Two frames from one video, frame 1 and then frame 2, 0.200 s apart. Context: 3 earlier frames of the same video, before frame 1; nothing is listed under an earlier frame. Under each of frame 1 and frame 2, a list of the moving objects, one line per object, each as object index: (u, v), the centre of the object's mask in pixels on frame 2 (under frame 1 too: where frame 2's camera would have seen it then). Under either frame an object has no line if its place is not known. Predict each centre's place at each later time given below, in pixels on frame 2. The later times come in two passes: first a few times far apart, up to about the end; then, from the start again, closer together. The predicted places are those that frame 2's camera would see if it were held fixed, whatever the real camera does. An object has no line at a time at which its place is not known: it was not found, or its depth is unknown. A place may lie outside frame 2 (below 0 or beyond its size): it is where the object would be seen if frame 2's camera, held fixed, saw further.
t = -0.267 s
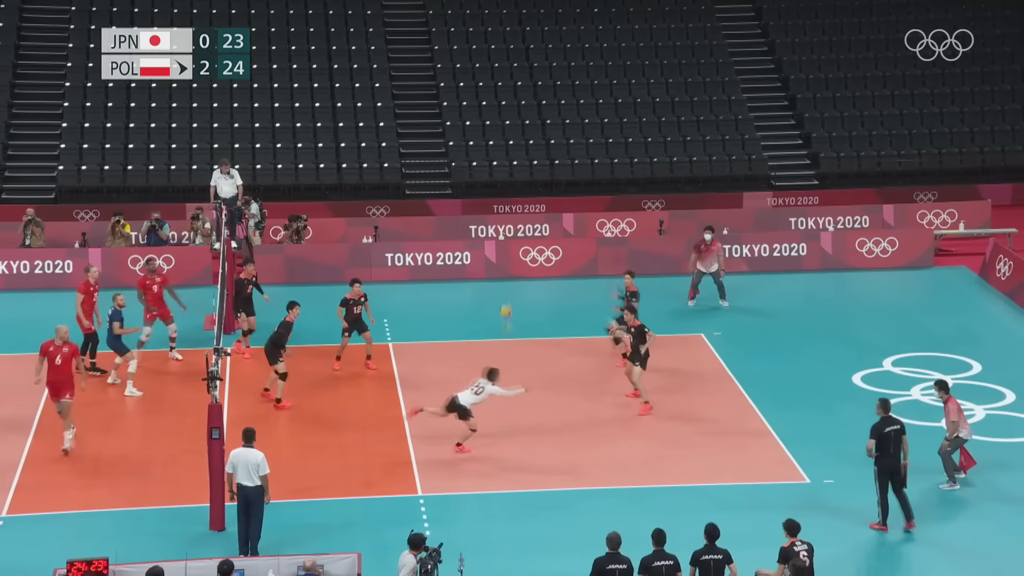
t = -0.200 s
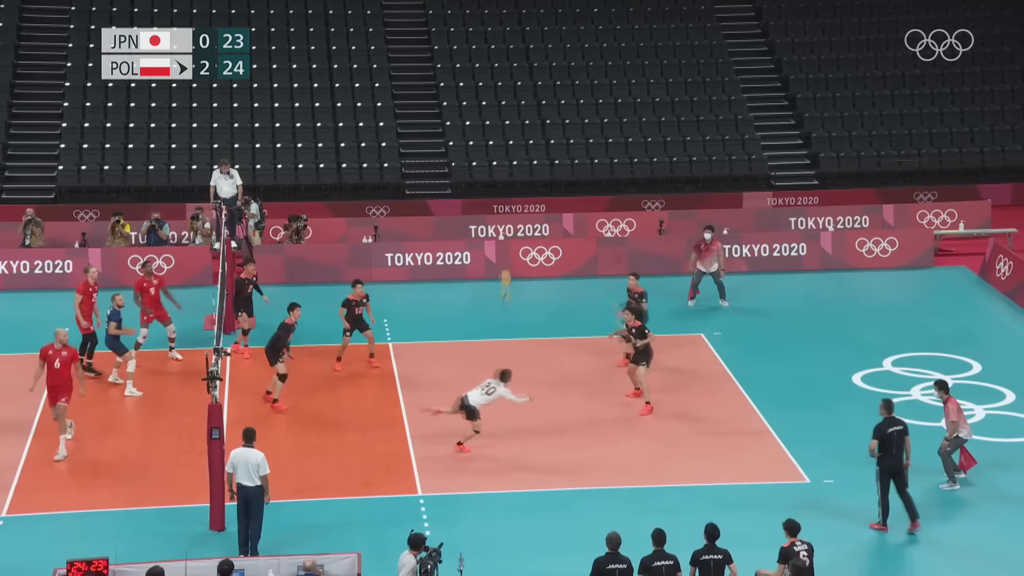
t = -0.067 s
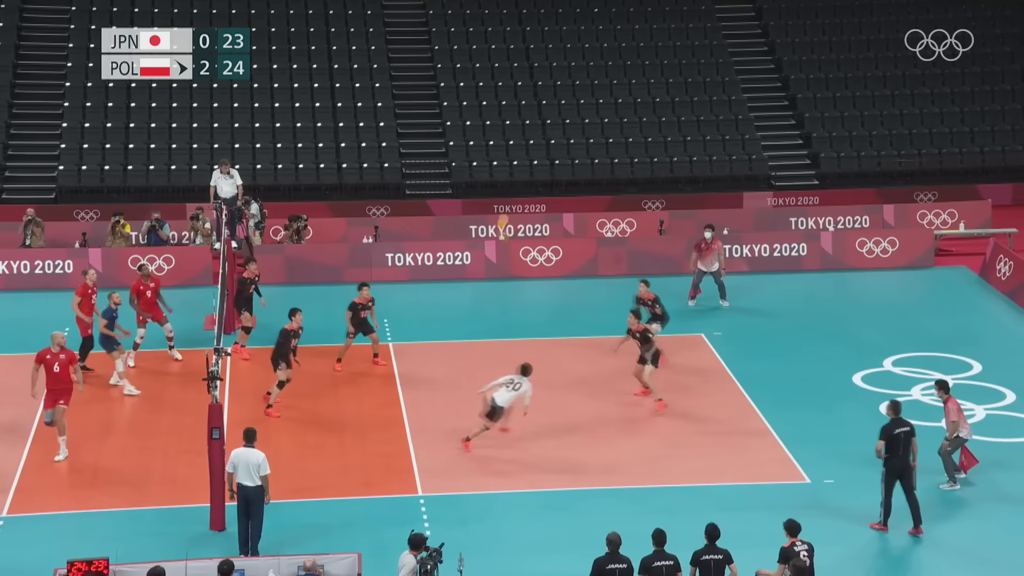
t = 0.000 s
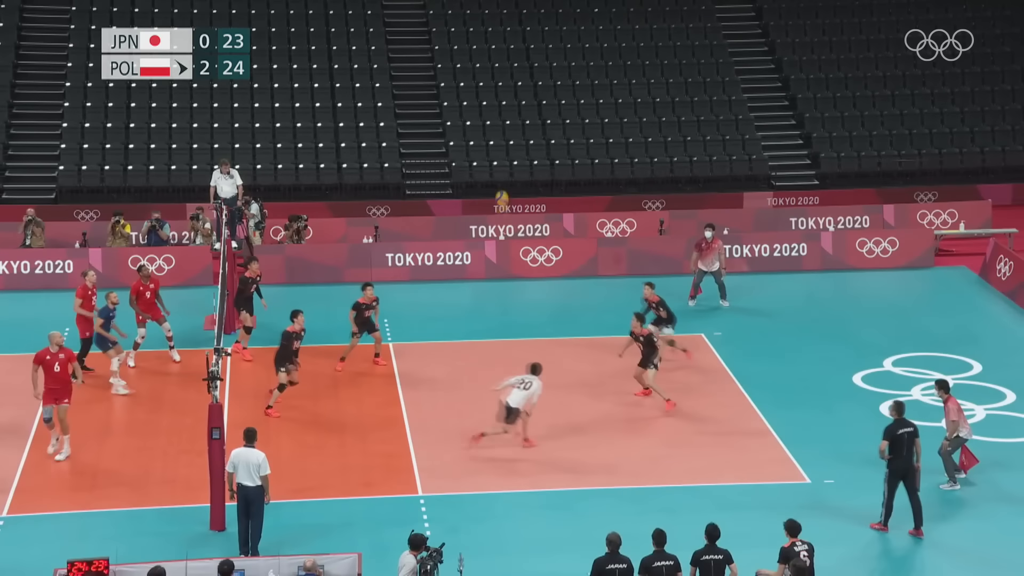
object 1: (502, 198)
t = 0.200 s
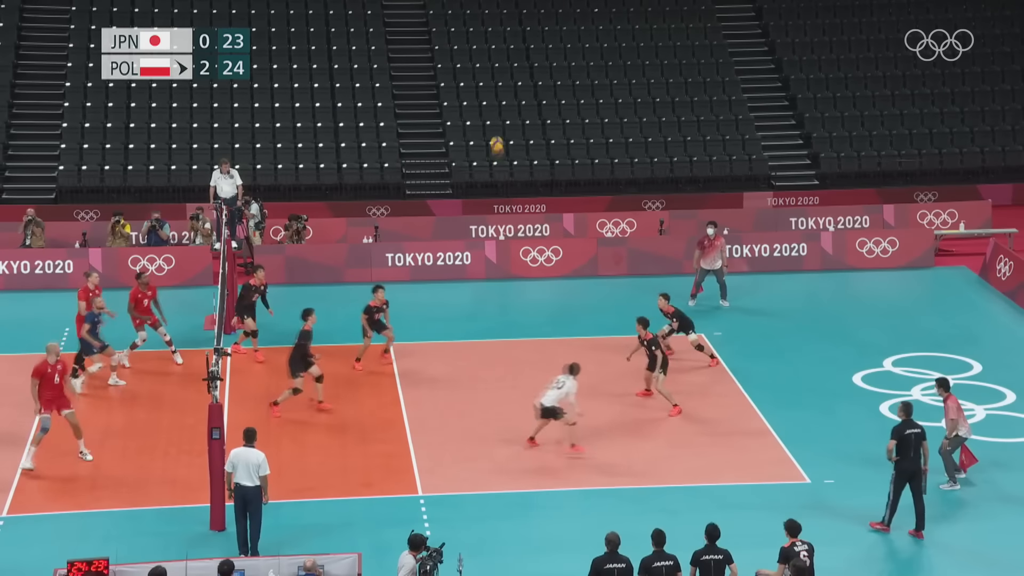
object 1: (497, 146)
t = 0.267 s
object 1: (495, 133)
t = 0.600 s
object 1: (486, 106)
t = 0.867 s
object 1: (479, 128)
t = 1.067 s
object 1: (473, 170)
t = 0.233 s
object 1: (496, 138)
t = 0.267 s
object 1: (495, 133)
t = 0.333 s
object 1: (493, 122)
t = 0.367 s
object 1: (493, 118)
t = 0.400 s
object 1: (491, 113)
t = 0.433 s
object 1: (491, 111)
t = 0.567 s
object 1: (487, 105)
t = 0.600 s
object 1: (486, 106)
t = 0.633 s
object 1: (485, 106)
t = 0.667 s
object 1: (484, 108)
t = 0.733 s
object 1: (483, 112)
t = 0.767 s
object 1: (482, 115)
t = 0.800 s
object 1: (481, 119)
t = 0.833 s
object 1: (480, 124)
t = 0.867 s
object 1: (479, 128)
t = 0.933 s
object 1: (477, 140)
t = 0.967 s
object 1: (476, 147)
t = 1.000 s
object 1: (475, 153)
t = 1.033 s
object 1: (474, 161)
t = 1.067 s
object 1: (473, 170)
